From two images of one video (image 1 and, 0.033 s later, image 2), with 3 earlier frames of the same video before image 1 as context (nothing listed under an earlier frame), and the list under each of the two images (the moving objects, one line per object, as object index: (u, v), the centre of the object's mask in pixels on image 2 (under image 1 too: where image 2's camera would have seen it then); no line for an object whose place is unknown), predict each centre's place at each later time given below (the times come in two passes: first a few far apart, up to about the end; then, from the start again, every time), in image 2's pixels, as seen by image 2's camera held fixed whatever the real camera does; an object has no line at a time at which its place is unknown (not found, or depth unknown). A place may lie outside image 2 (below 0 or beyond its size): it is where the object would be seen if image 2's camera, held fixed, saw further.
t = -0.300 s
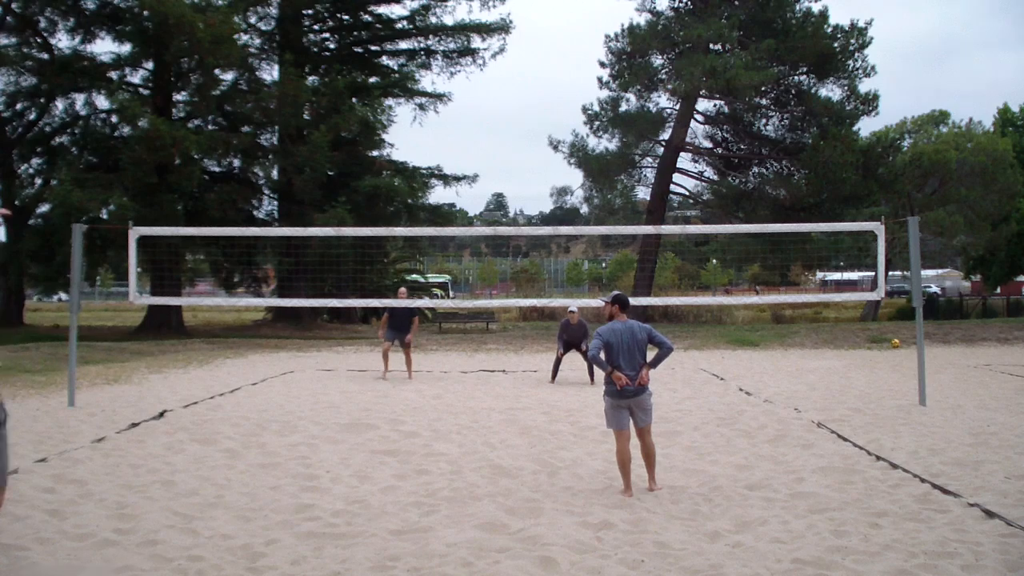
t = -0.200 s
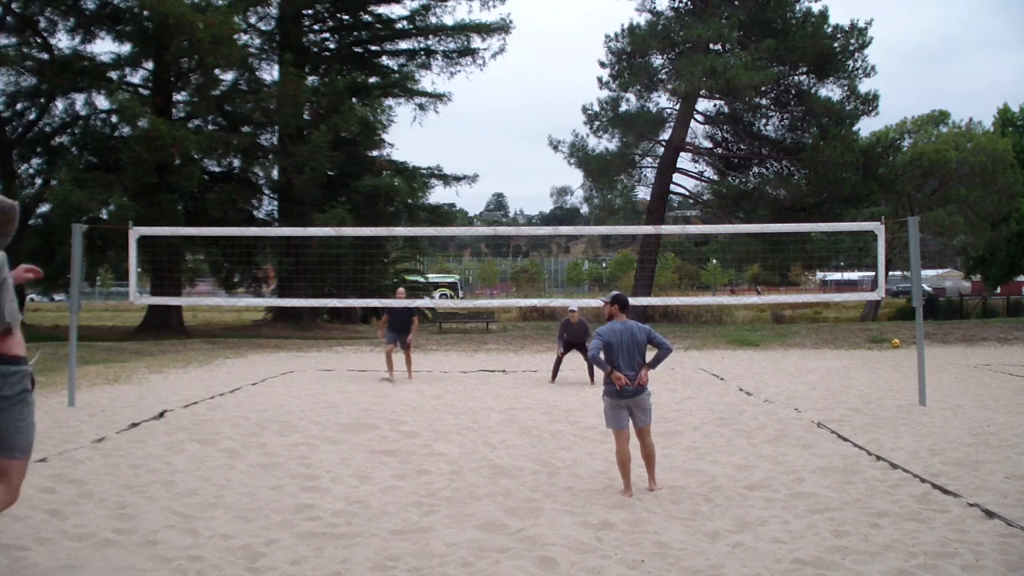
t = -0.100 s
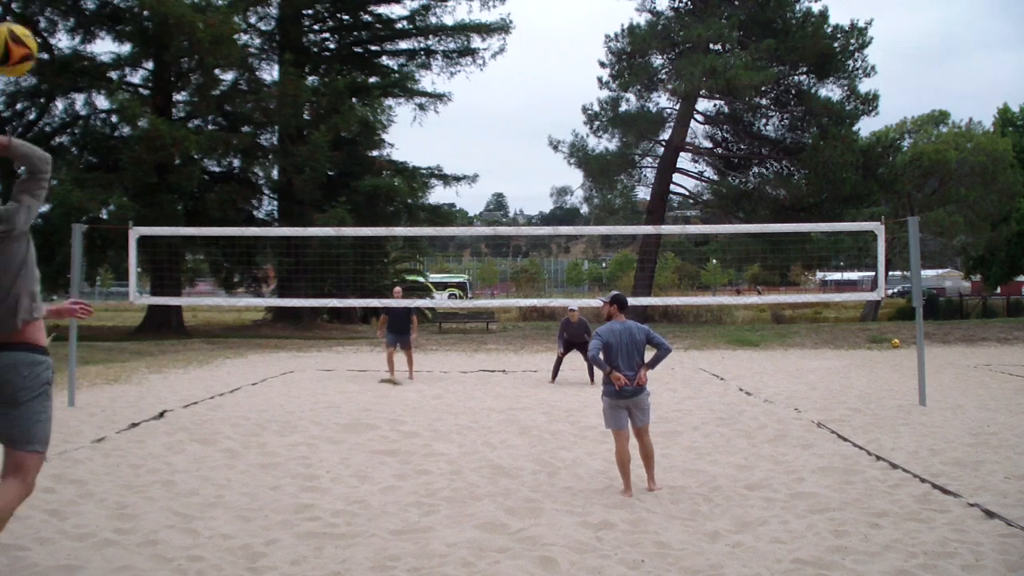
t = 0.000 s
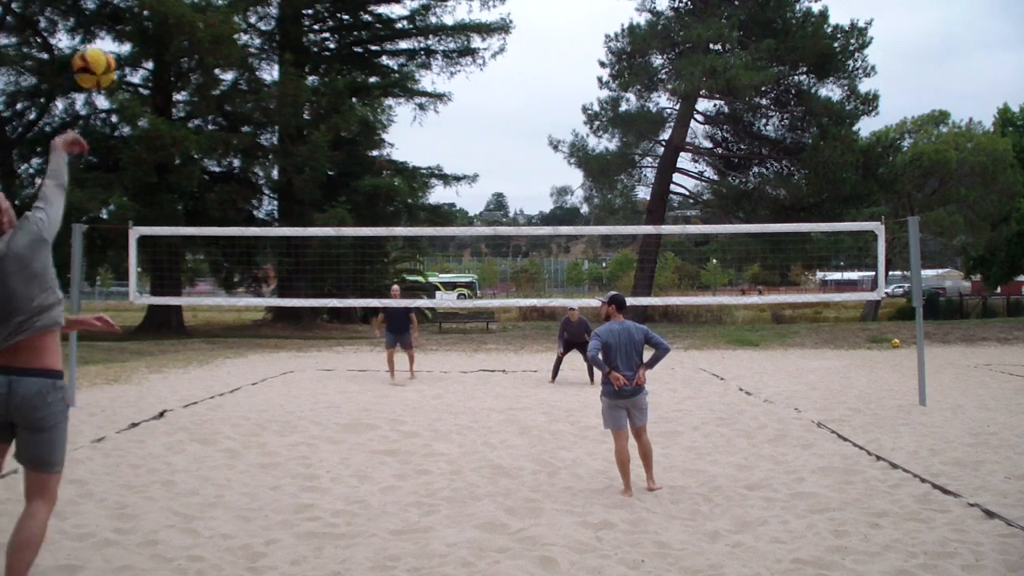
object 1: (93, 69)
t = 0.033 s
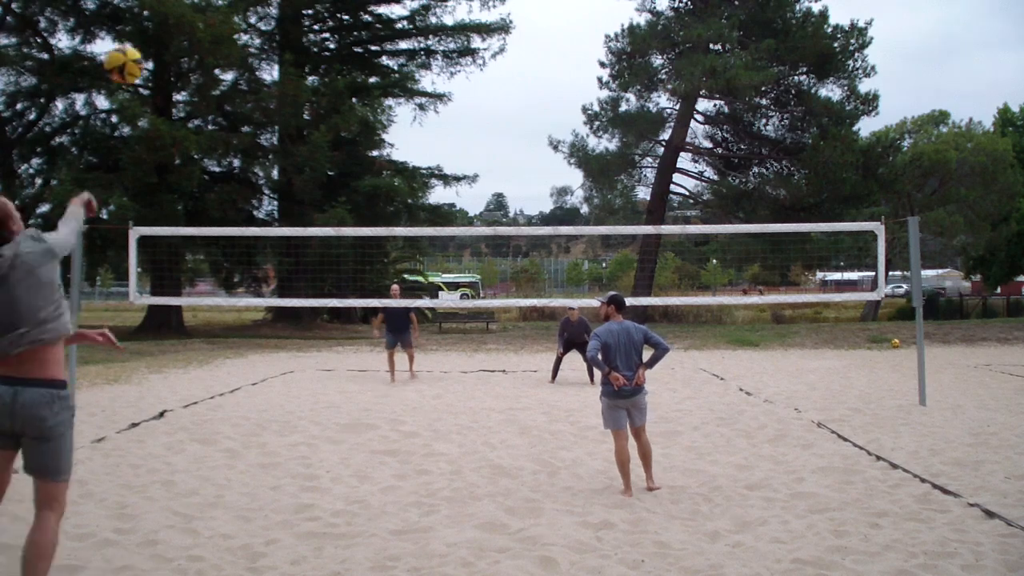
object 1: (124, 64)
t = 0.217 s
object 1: (225, 79)
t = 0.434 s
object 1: (285, 134)
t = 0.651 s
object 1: (321, 205)
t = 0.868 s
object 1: (346, 284)
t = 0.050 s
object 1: (138, 64)
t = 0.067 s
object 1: (149, 63)
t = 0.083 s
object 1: (160, 63)
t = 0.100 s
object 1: (170, 64)
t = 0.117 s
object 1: (180, 65)
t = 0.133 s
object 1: (188, 67)
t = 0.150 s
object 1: (197, 68)
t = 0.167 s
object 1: (205, 71)
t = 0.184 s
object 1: (212, 74)
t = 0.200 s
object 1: (219, 76)
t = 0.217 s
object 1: (225, 79)
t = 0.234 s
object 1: (232, 83)
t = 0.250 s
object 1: (238, 87)
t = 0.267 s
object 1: (243, 90)
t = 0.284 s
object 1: (248, 93)
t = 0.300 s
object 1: (253, 98)
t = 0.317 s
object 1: (257, 102)
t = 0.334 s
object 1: (262, 106)
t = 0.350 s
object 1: (267, 110)
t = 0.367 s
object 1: (270, 115)
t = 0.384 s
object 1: (274, 120)
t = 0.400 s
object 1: (279, 124)
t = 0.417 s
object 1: (282, 130)
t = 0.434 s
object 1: (285, 134)
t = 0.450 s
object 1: (289, 140)
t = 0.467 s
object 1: (292, 144)
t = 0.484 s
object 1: (295, 150)
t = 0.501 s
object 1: (298, 155)
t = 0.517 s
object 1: (301, 161)
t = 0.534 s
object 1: (303, 166)
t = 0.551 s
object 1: (307, 171)
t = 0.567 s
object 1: (309, 177)
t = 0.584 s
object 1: (311, 182)
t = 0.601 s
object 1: (314, 188)
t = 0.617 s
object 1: (317, 194)
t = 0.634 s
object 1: (319, 200)
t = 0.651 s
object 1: (321, 205)
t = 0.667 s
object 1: (323, 211)
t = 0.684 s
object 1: (325, 217)
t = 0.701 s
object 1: (327, 221)
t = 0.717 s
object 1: (330, 224)
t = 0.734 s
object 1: (331, 239)
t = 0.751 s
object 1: (334, 242)
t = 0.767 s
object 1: (335, 247)
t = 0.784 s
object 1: (338, 253)
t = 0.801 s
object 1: (339, 259)
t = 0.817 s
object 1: (341, 265)
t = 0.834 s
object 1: (343, 271)
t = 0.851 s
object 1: (345, 277)
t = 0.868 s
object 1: (346, 284)
